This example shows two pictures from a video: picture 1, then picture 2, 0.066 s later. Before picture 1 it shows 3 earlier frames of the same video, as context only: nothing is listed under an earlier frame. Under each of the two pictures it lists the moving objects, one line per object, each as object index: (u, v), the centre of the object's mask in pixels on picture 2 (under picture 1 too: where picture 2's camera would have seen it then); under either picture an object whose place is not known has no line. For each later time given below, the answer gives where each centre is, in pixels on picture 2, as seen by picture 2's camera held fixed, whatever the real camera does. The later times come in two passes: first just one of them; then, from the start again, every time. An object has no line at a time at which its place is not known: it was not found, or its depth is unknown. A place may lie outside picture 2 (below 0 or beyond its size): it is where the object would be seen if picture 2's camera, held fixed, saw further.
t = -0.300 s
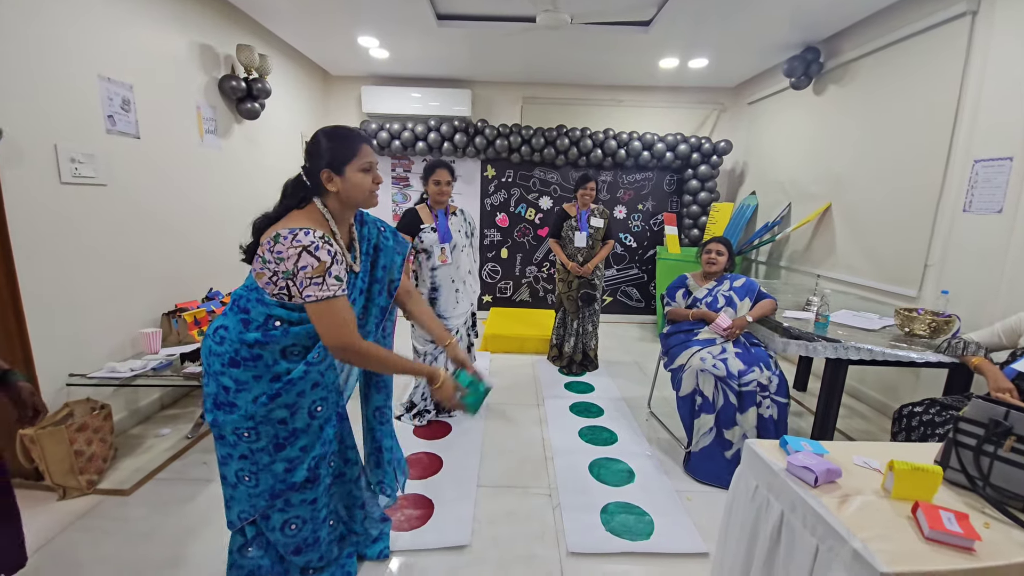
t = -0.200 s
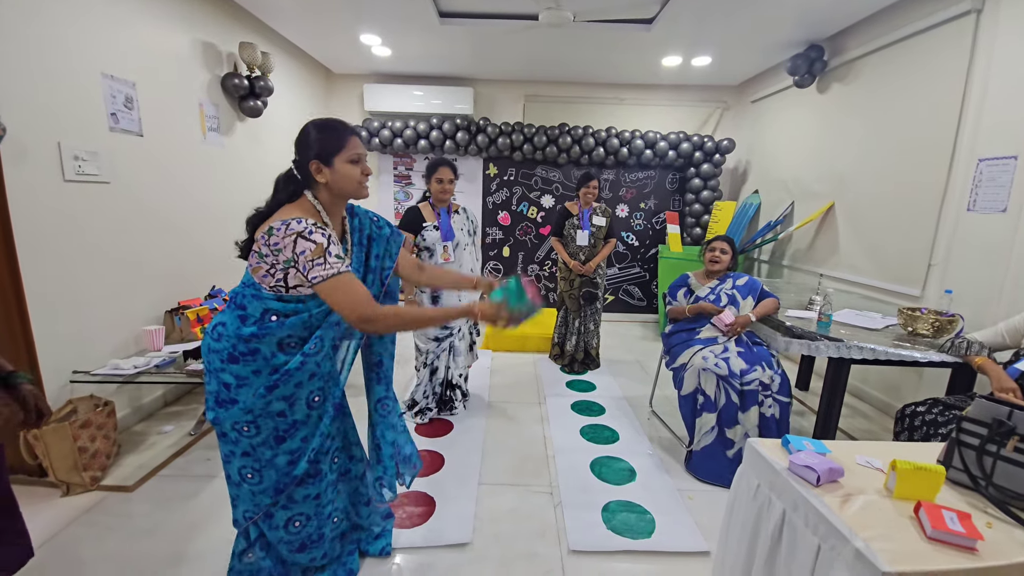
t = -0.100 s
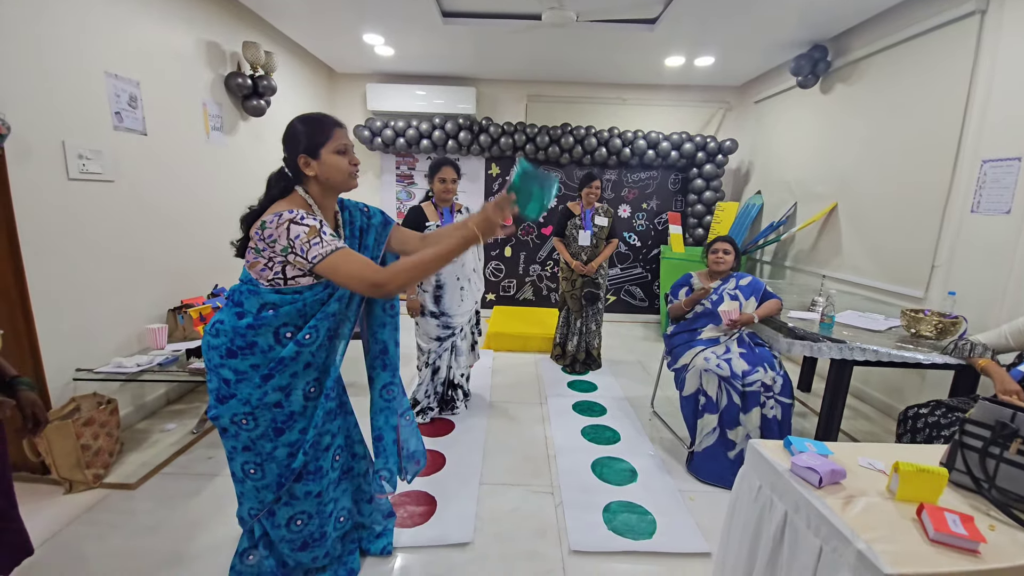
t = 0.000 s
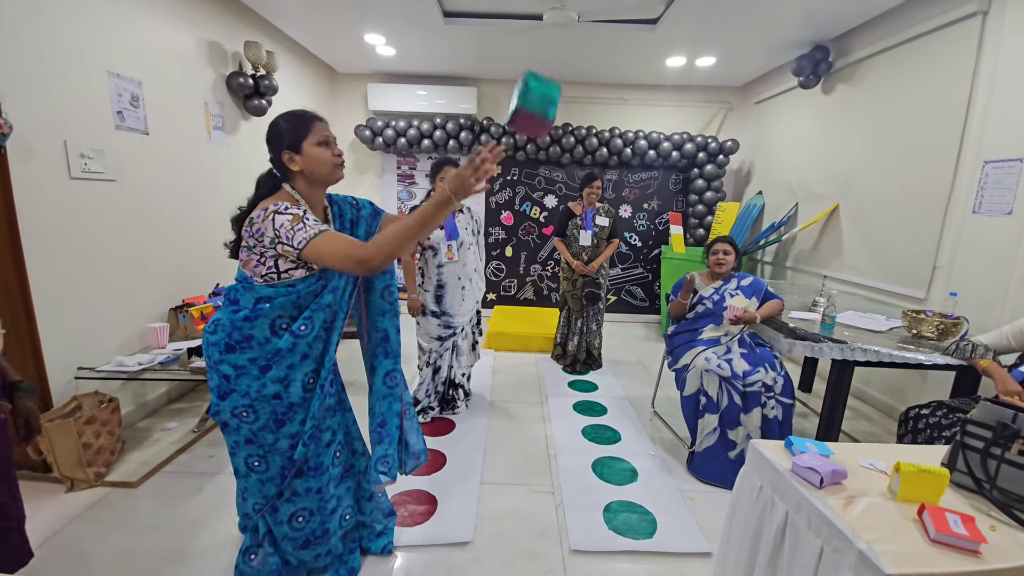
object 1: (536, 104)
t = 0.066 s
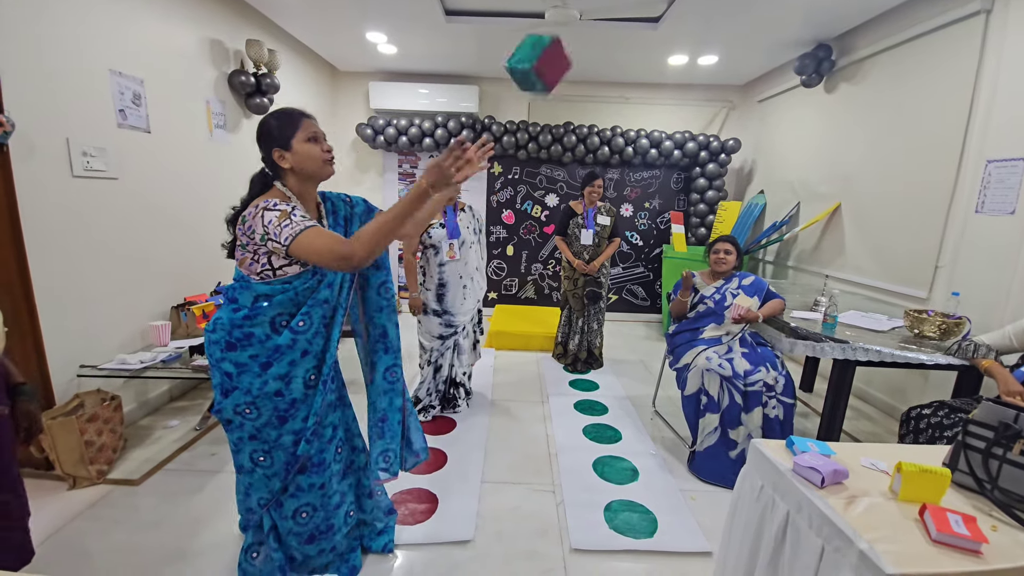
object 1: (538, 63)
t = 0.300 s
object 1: (540, 57)
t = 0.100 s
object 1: (539, 48)
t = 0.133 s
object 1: (539, 38)
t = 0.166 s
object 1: (539, 32)
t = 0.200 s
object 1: (540, 33)
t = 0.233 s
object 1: (540, 35)
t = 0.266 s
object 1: (540, 43)
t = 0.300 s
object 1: (540, 57)
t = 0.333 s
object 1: (540, 74)
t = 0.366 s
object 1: (539, 96)
